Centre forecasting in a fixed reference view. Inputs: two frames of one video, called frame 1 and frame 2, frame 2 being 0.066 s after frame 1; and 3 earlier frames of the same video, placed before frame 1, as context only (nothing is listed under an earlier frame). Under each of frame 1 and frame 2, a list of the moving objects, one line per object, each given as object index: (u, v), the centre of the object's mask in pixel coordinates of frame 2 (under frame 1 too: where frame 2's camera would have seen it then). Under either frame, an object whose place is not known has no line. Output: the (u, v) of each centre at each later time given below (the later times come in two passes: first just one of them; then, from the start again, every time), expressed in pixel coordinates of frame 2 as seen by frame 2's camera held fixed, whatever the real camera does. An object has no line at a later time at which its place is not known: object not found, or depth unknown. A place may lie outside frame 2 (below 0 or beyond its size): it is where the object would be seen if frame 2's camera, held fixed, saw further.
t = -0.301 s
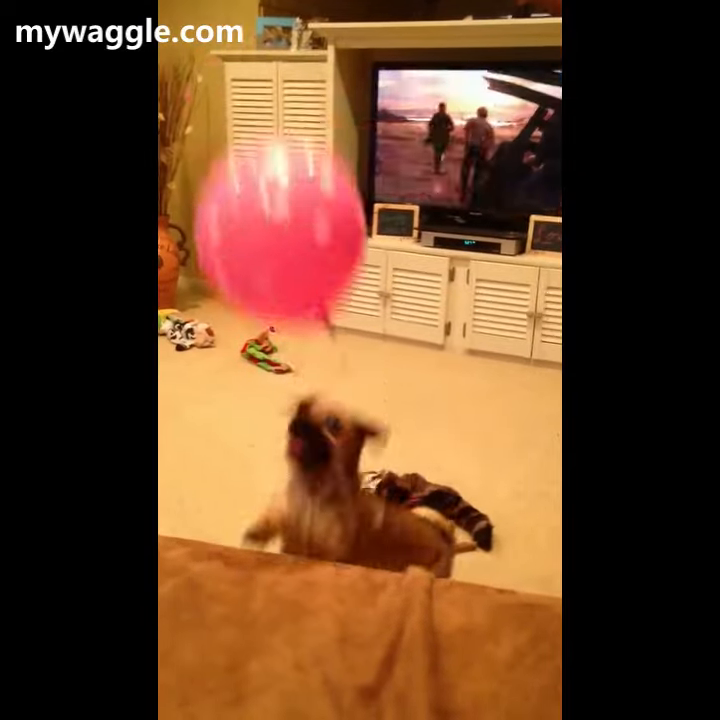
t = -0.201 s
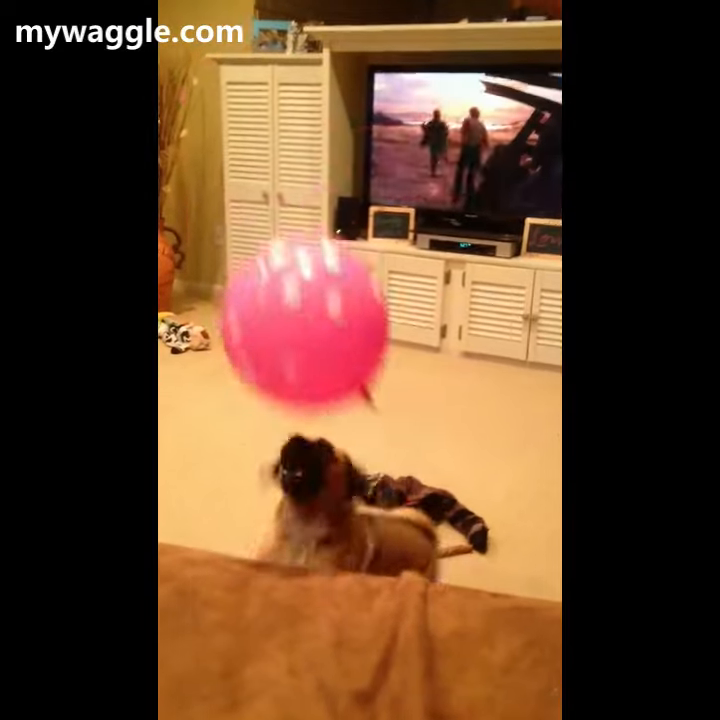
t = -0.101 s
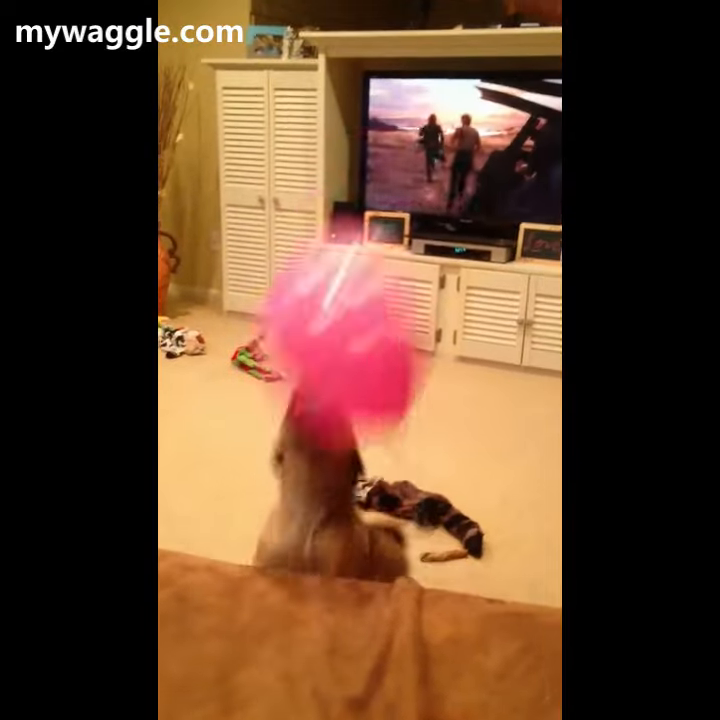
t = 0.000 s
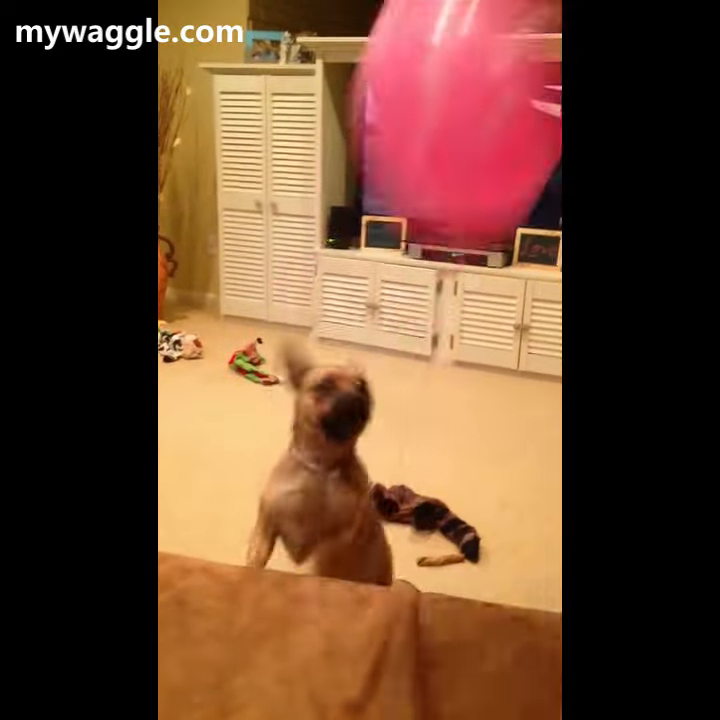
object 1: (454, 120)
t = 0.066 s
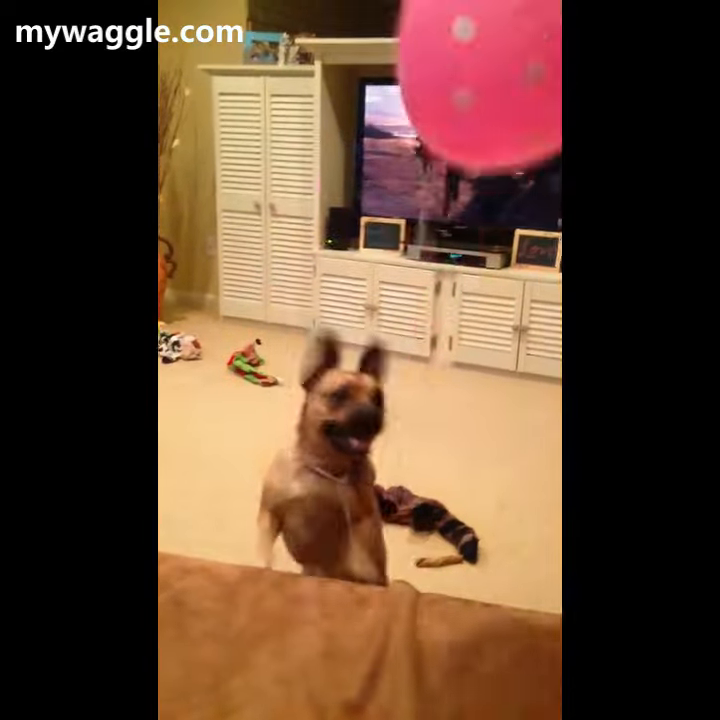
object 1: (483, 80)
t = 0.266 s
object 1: (498, 255)
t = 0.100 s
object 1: (488, 98)
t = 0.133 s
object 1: (490, 118)
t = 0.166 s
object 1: (494, 143)
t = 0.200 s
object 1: (496, 186)
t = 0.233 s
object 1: (496, 226)
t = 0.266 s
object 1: (498, 255)
